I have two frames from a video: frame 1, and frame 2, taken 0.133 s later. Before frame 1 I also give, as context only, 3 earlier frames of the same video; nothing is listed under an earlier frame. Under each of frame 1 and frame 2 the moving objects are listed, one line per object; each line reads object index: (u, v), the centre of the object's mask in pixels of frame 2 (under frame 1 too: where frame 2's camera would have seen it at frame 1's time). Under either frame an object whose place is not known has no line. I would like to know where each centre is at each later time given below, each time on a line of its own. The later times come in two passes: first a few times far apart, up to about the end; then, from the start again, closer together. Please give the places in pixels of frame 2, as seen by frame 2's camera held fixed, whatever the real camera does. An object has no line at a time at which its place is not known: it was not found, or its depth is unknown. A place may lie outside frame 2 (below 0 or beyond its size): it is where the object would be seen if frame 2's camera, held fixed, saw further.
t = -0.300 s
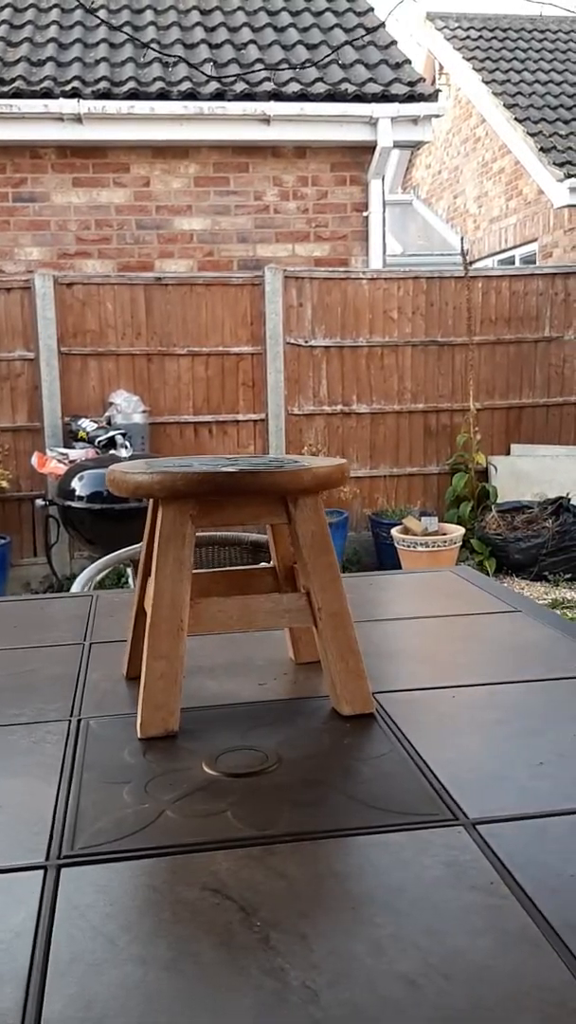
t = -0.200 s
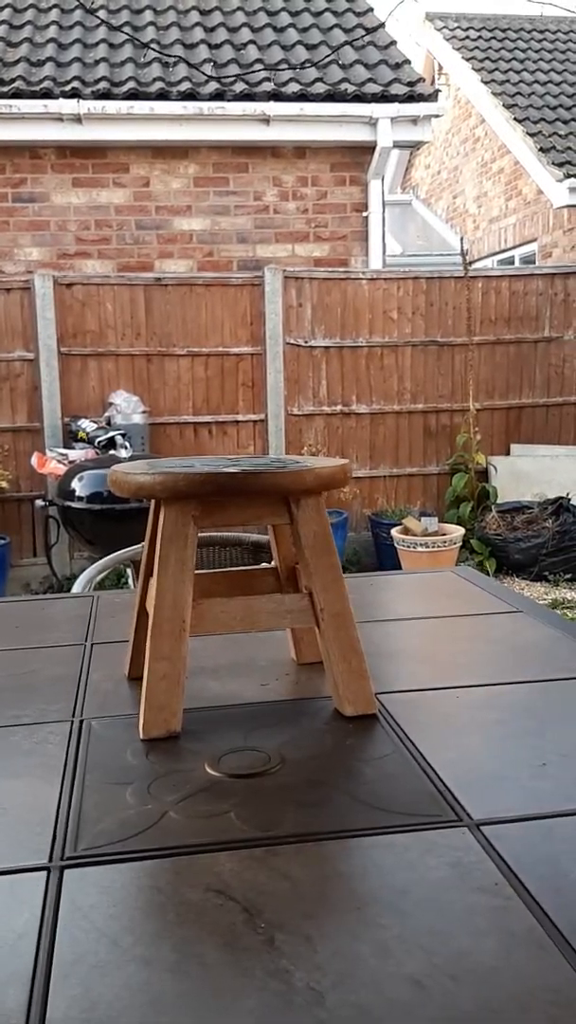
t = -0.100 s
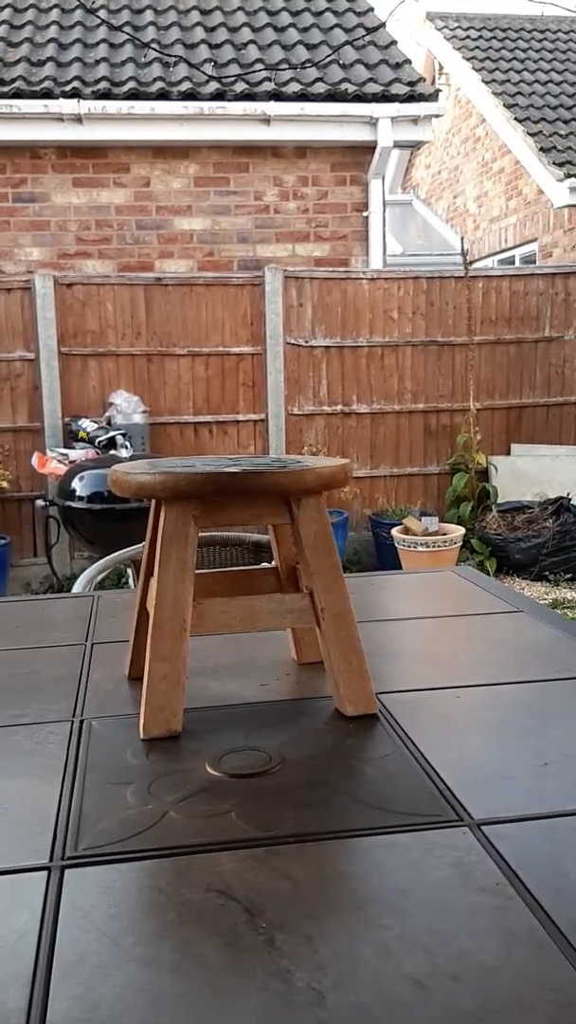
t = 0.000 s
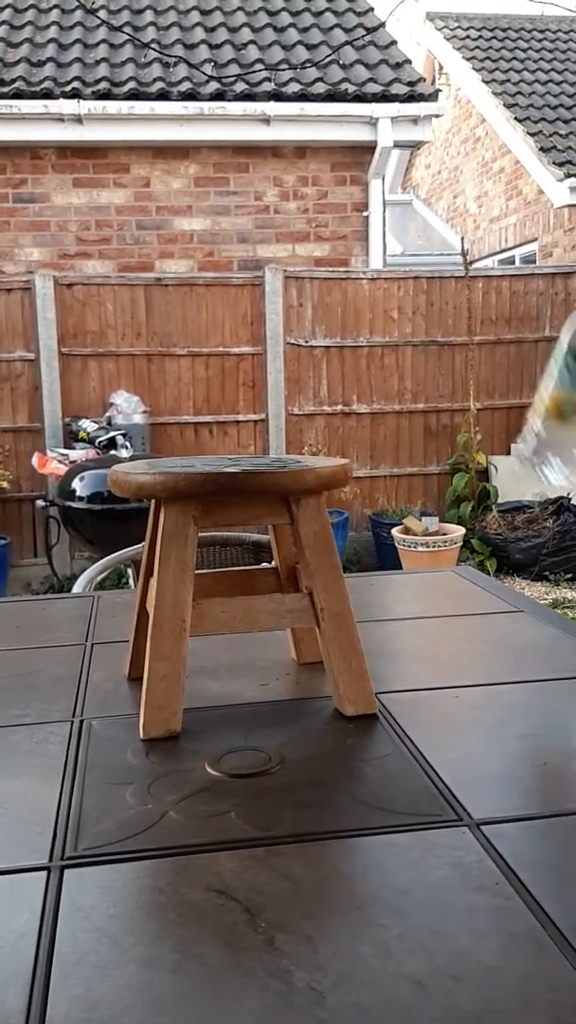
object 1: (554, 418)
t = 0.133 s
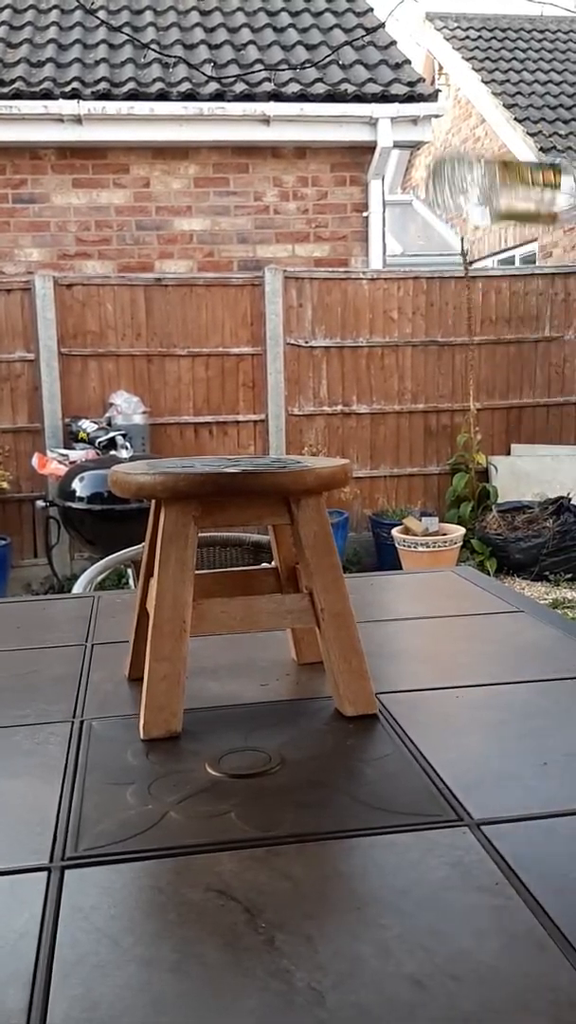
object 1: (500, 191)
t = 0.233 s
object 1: (482, 117)
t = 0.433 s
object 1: (375, 58)
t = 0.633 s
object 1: (400, 383)
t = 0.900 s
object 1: (439, 619)
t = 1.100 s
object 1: (437, 620)
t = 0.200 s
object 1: (498, 134)
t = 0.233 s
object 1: (482, 117)
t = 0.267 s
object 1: (462, 107)
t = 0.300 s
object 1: (436, 95)
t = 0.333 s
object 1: (409, 81)
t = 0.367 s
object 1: (392, 61)
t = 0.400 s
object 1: (383, 53)
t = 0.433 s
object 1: (375, 58)
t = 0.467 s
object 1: (375, 76)
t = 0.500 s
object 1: (378, 110)
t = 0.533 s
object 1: (383, 157)
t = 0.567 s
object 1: (392, 226)
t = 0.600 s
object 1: (397, 301)
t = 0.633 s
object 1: (400, 383)
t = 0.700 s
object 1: (407, 563)
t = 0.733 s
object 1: (423, 570)
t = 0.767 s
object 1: (425, 589)
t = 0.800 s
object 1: (431, 614)
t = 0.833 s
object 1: (434, 616)
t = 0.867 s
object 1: (437, 618)
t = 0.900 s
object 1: (439, 619)
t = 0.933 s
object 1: (438, 620)
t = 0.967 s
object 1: (439, 620)
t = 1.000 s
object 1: (439, 620)
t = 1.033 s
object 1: (438, 620)
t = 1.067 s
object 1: (438, 620)
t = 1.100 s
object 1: (437, 620)
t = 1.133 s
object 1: (437, 620)
